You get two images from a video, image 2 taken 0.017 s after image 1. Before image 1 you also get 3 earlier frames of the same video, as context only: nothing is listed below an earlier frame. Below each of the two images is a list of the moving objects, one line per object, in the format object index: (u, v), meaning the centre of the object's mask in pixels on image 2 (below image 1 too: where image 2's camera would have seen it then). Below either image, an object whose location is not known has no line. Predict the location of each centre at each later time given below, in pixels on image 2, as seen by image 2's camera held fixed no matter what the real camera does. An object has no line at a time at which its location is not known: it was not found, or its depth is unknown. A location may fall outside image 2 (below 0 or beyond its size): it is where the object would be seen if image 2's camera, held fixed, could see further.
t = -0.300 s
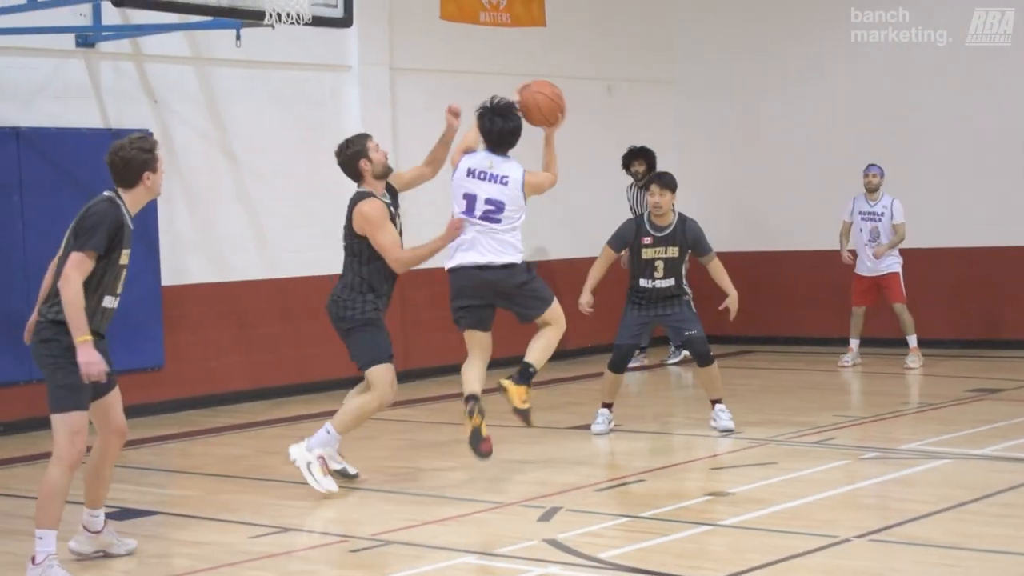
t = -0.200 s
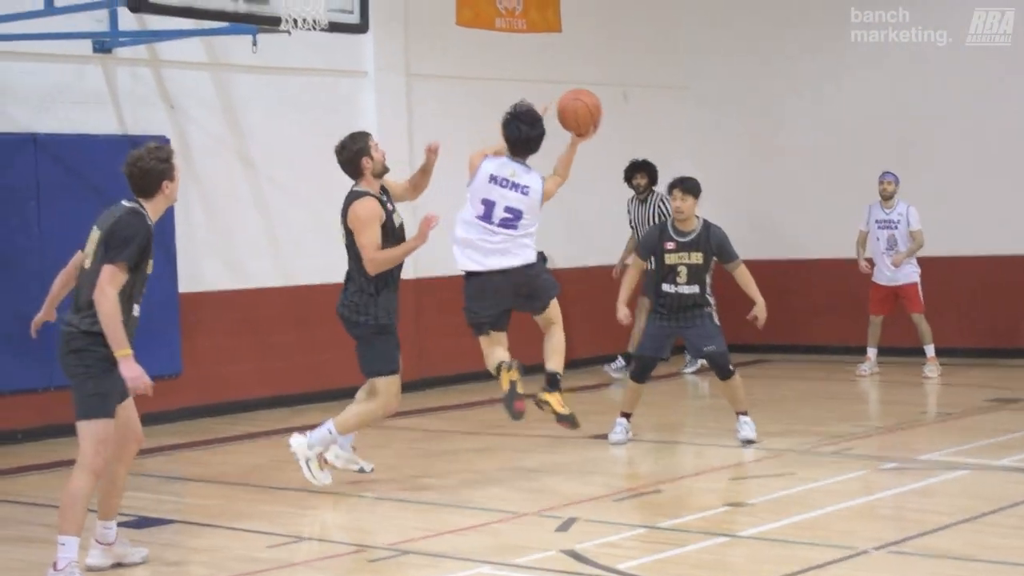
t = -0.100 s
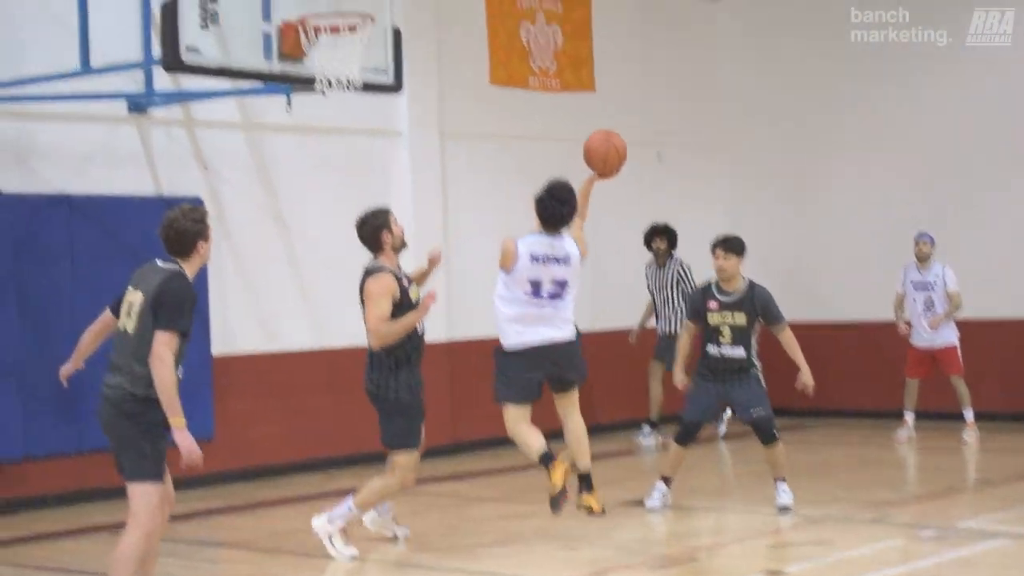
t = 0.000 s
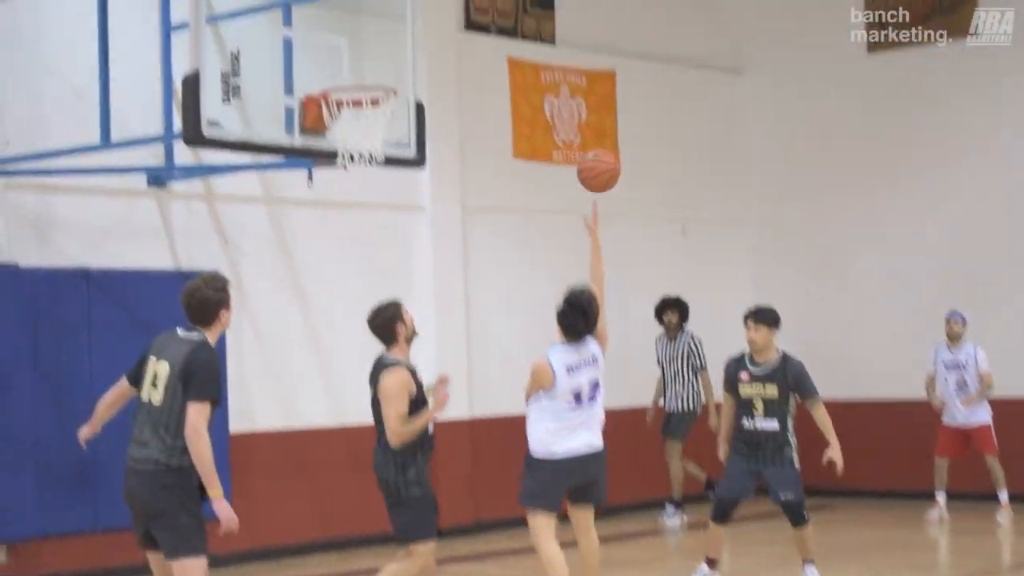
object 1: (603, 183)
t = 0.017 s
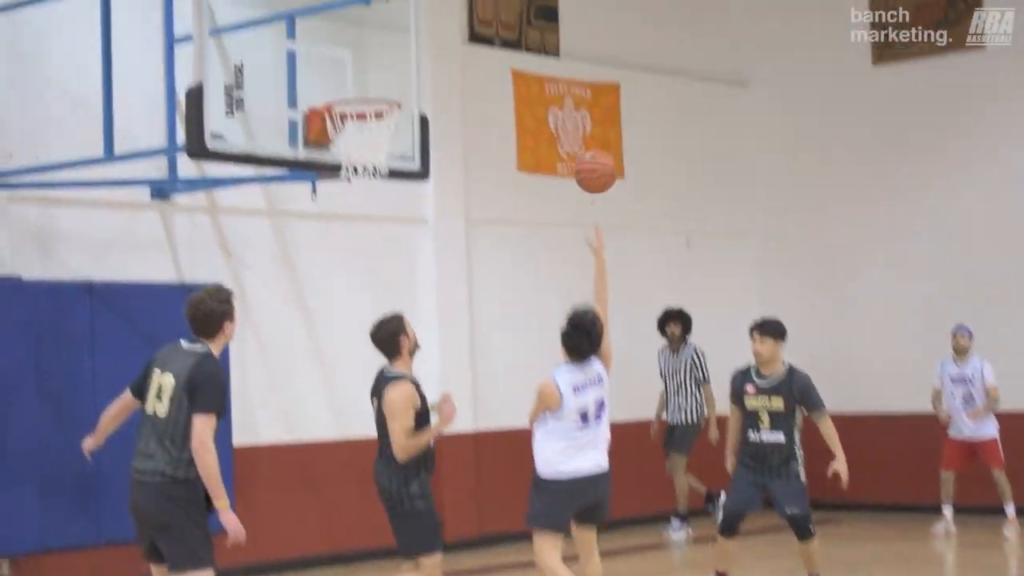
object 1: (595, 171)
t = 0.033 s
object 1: (588, 161)
